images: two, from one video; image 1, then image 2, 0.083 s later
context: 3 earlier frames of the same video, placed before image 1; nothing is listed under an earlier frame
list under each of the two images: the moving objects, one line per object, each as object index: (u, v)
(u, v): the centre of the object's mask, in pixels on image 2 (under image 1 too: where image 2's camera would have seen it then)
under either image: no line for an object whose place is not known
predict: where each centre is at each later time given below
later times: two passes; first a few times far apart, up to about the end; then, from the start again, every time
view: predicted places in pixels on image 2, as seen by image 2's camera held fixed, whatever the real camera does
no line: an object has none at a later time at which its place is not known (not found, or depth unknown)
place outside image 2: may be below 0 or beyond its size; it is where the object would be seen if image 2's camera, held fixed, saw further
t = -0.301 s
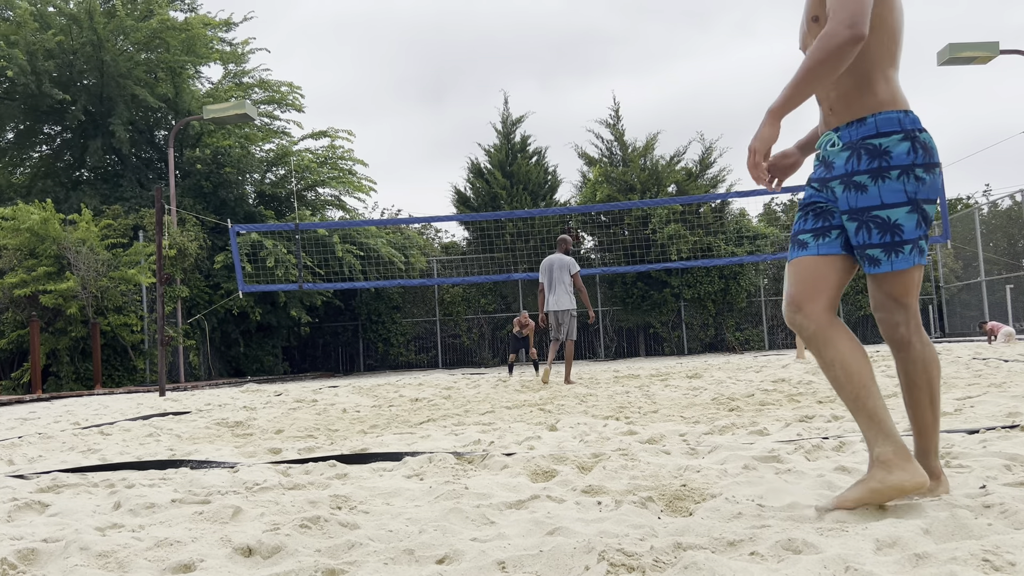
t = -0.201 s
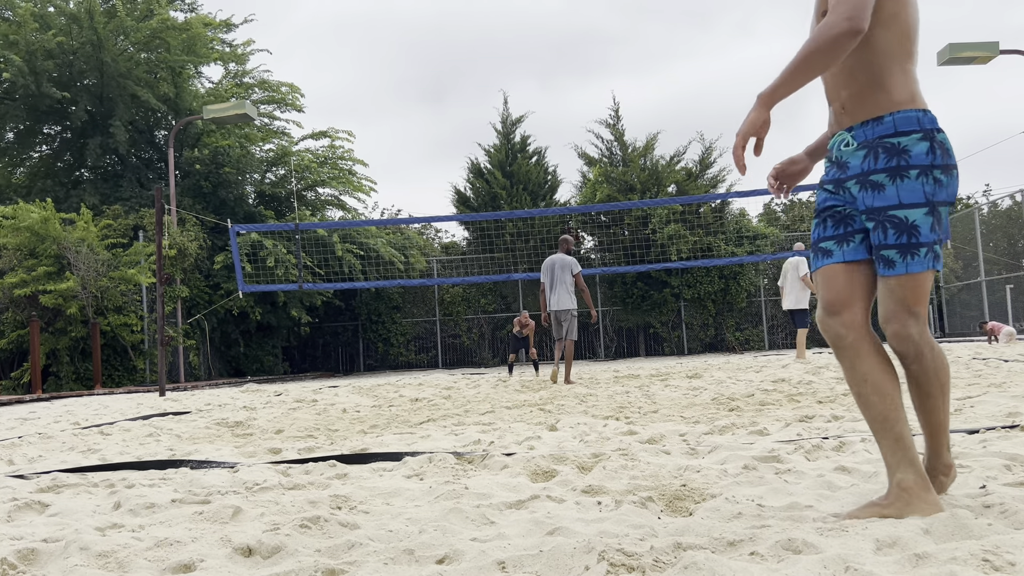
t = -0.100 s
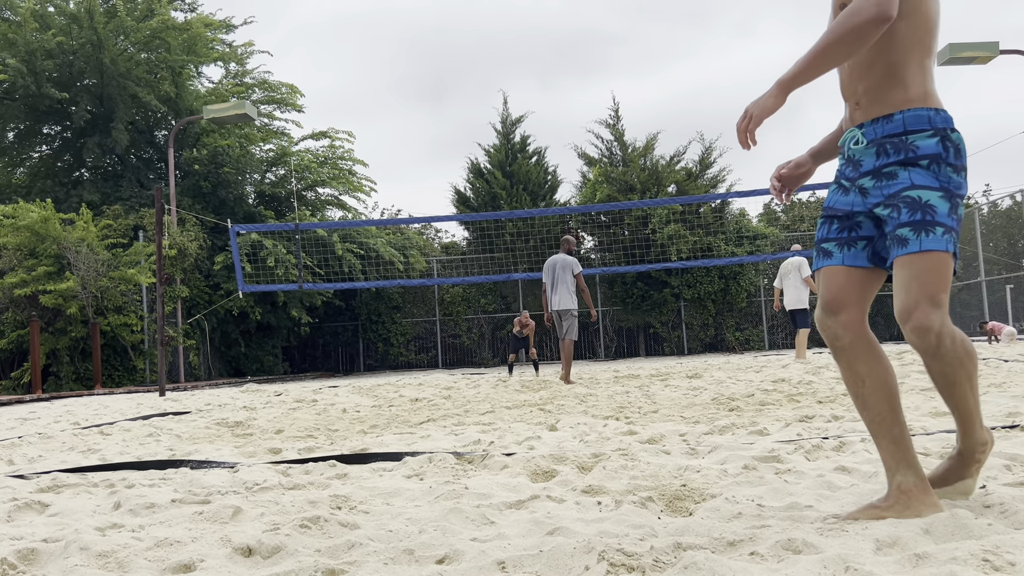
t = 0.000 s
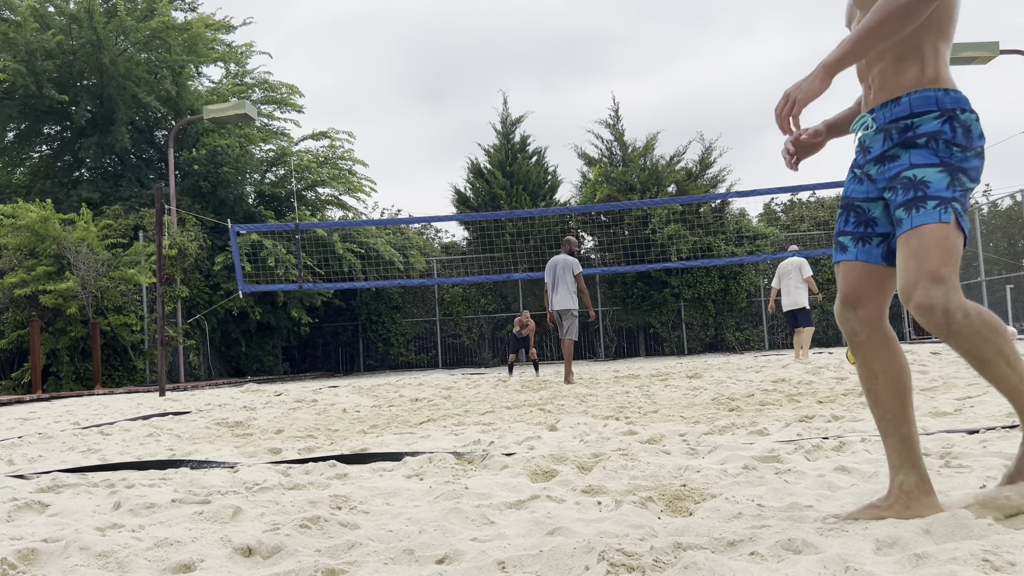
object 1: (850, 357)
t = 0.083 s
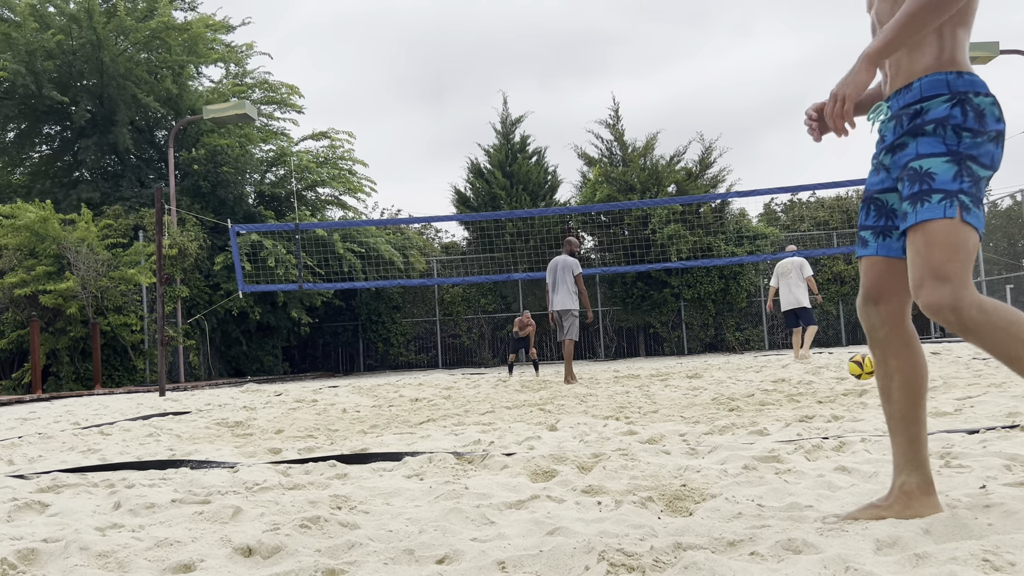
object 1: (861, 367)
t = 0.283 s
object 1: (850, 377)
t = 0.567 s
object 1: (812, 390)
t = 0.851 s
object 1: (774, 395)
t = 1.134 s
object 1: (756, 398)
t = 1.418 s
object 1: (746, 402)
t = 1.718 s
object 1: (746, 402)
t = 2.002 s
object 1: (743, 403)
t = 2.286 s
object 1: (744, 403)
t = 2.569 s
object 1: (744, 403)
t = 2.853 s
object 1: (742, 403)
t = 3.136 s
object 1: (742, 403)
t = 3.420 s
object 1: (743, 403)
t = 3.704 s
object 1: (742, 403)
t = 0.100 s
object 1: (863, 370)
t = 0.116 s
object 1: (863, 374)
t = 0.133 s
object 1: (864, 378)
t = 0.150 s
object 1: (865, 380)
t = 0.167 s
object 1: (865, 383)
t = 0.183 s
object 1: (864, 383)
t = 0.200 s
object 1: (862, 382)
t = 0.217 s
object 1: (860, 381)
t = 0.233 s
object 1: (858, 379)
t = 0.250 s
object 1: (855, 378)
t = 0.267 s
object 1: (853, 377)
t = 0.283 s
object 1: (850, 377)
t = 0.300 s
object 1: (848, 376)
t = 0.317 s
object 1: (846, 376)
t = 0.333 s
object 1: (844, 377)
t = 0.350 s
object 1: (842, 378)
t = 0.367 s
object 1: (839, 379)
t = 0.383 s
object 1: (837, 381)
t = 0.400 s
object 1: (835, 383)
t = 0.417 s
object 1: (833, 385)
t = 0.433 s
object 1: (831, 388)
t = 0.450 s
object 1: (828, 390)
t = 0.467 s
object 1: (826, 392)
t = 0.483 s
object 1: (824, 391)
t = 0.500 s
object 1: (821, 390)
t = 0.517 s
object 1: (819, 390)
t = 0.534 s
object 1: (817, 390)
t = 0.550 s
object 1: (814, 390)
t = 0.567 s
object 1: (812, 390)
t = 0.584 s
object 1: (810, 391)
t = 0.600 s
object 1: (807, 391)
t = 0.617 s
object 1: (805, 391)
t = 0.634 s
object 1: (802, 390)
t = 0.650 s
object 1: (800, 390)
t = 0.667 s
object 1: (797, 390)
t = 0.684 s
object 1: (795, 391)
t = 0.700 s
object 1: (793, 392)
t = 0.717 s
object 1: (790, 392)
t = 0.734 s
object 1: (787, 393)
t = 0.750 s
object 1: (785, 395)
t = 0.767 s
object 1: (782, 396)
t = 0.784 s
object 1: (780, 398)
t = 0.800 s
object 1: (778, 398)
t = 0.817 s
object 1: (777, 397)
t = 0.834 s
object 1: (776, 396)
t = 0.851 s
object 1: (774, 395)
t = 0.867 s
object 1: (773, 395)
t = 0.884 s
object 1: (772, 394)
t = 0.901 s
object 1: (771, 394)
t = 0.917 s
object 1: (769, 395)
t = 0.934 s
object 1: (768, 394)
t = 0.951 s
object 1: (767, 394)
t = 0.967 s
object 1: (766, 394)
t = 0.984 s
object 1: (765, 394)
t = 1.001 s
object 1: (764, 394)
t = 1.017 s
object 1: (763, 394)
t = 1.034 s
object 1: (762, 394)
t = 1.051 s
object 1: (761, 394)
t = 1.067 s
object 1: (760, 395)
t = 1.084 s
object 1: (759, 396)
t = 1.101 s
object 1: (758, 396)
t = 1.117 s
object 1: (757, 397)
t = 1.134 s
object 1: (756, 398)
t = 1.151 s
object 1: (755, 399)
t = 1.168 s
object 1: (754, 400)
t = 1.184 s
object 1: (753, 400)
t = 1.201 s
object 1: (752, 401)
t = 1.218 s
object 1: (752, 401)
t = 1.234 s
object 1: (751, 401)
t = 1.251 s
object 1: (750, 401)
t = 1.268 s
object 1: (749, 402)
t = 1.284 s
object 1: (748, 402)
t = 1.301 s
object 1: (747, 402)
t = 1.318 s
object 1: (746, 402)
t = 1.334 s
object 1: (746, 402)
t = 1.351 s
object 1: (746, 402)
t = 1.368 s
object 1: (746, 402)
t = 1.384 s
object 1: (746, 402)
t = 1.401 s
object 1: (746, 402)
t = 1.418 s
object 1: (746, 402)
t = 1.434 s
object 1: (746, 403)
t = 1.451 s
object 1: (747, 403)
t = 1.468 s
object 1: (747, 403)
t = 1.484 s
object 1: (747, 403)
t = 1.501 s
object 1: (747, 403)
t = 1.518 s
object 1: (747, 403)
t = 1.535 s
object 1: (747, 402)
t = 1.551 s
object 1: (747, 402)
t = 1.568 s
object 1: (747, 402)
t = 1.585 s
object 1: (747, 402)
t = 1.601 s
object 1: (747, 402)
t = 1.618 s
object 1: (747, 402)
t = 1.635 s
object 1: (747, 402)
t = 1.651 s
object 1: (747, 402)
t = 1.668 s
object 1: (747, 402)
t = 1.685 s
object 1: (746, 402)
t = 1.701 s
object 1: (746, 402)
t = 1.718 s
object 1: (746, 402)
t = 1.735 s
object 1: (746, 402)
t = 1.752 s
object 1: (745, 402)
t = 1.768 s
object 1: (745, 402)
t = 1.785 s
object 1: (745, 402)
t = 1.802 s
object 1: (744, 402)
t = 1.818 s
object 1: (744, 402)
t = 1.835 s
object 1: (744, 402)
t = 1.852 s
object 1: (743, 402)
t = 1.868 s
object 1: (743, 403)
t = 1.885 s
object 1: (743, 403)
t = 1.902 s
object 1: (743, 403)
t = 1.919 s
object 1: (742, 403)
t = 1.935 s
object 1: (743, 403)
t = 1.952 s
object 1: (743, 403)
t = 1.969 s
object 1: (743, 403)
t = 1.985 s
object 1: (743, 403)
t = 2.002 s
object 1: (743, 403)
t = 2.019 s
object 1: (743, 403)
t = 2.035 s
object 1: (744, 403)
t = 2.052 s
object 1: (744, 403)
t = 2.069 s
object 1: (744, 403)
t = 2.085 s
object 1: (744, 403)
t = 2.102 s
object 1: (744, 403)
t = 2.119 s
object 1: (744, 403)
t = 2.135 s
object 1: (744, 403)
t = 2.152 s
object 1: (744, 403)
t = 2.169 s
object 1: (744, 403)
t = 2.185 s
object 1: (744, 403)
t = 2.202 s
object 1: (744, 403)
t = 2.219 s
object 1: (744, 403)
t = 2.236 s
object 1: (743, 403)
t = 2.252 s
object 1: (743, 403)
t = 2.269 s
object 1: (743, 403)
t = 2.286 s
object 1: (744, 403)
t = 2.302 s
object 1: (743, 403)
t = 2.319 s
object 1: (744, 403)
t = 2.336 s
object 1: (744, 403)
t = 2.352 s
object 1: (744, 403)
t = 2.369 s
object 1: (744, 403)
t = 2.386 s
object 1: (744, 403)
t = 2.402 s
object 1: (744, 403)
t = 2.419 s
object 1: (744, 403)
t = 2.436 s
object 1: (744, 403)
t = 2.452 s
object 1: (744, 403)
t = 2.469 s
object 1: (744, 403)
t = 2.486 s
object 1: (744, 403)
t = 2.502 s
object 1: (744, 403)
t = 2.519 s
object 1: (744, 403)
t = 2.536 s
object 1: (744, 403)
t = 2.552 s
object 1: (744, 403)
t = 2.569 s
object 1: (744, 403)
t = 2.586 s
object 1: (744, 403)
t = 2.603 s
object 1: (744, 403)
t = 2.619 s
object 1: (744, 403)
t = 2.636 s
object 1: (744, 403)
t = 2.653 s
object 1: (744, 403)
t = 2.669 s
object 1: (744, 403)
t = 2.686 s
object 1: (744, 403)
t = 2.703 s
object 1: (744, 403)
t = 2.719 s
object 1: (744, 403)
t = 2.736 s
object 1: (744, 403)
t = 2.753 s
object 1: (744, 403)
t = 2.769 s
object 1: (744, 403)
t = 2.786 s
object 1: (744, 403)
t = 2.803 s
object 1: (743, 403)
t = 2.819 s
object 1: (743, 403)
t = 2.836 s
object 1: (742, 403)
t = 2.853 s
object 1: (742, 403)
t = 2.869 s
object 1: (742, 403)
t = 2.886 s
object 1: (742, 403)
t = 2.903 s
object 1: (742, 403)
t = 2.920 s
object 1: (743, 403)
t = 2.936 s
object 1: (743, 403)
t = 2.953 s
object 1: (743, 403)
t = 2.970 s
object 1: (743, 403)
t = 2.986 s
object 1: (743, 403)
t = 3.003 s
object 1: (742, 403)
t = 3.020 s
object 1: (742, 403)
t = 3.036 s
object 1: (742, 403)
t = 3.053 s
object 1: (742, 403)
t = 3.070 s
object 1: (742, 403)
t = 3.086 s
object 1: (742, 403)
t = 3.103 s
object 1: (742, 403)
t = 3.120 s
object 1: (742, 403)
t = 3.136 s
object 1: (742, 403)
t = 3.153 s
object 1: (742, 403)
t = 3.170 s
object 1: (742, 403)
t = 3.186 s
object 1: (742, 403)
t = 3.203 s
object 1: (742, 403)
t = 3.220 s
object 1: (742, 403)
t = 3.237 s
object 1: (742, 403)
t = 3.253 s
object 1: (742, 403)
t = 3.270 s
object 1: (742, 403)
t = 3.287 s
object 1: (742, 403)
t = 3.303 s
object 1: (742, 403)
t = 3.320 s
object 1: (742, 403)
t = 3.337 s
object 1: (742, 403)
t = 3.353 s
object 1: (742, 403)
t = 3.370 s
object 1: (742, 403)
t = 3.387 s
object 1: (742, 403)
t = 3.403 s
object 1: (742, 403)
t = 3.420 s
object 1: (743, 403)
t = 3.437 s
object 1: (743, 403)
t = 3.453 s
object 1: (743, 403)
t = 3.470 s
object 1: (743, 403)
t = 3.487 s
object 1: (743, 403)
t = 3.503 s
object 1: (743, 403)
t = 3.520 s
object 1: (743, 403)
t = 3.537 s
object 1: (743, 403)
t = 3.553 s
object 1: (743, 403)
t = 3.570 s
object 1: (743, 403)
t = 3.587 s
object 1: (743, 403)
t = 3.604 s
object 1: (743, 403)
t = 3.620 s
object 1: (743, 403)
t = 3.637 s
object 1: (742, 403)
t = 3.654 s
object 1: (742, 403)
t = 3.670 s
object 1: (742, 403)
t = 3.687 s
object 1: (742, 403)
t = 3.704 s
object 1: (742, 403)
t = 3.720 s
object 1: (741, 403)
